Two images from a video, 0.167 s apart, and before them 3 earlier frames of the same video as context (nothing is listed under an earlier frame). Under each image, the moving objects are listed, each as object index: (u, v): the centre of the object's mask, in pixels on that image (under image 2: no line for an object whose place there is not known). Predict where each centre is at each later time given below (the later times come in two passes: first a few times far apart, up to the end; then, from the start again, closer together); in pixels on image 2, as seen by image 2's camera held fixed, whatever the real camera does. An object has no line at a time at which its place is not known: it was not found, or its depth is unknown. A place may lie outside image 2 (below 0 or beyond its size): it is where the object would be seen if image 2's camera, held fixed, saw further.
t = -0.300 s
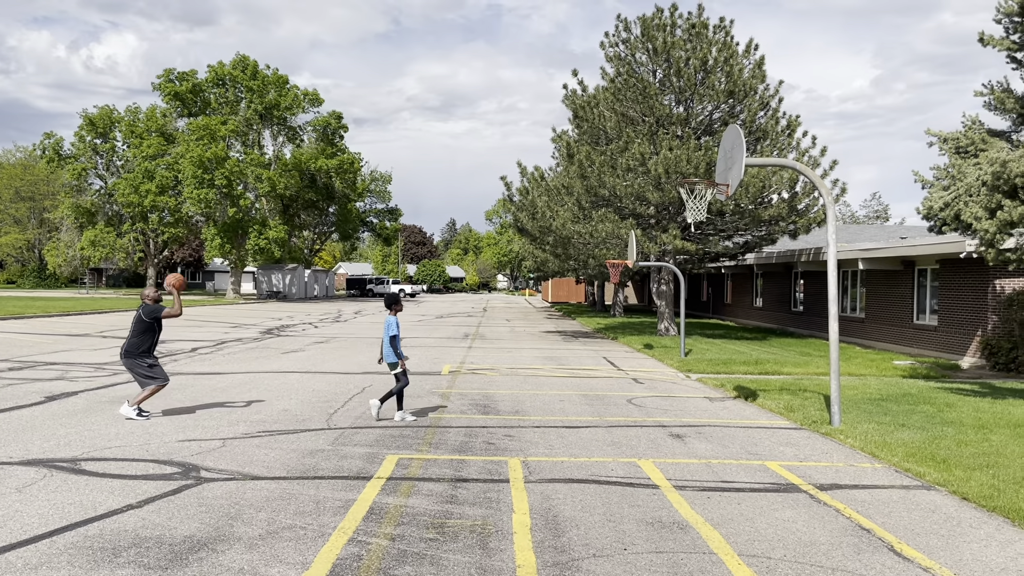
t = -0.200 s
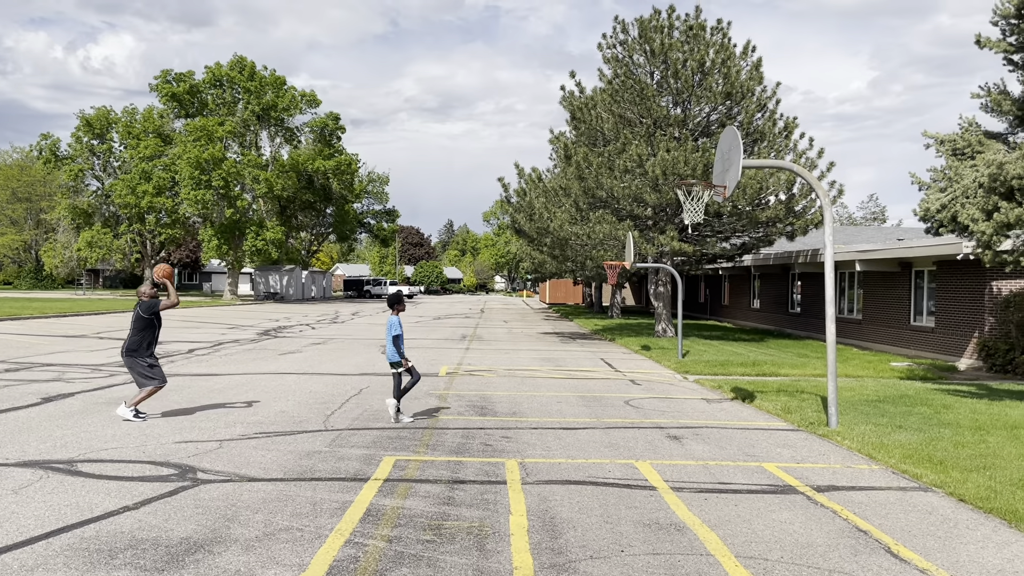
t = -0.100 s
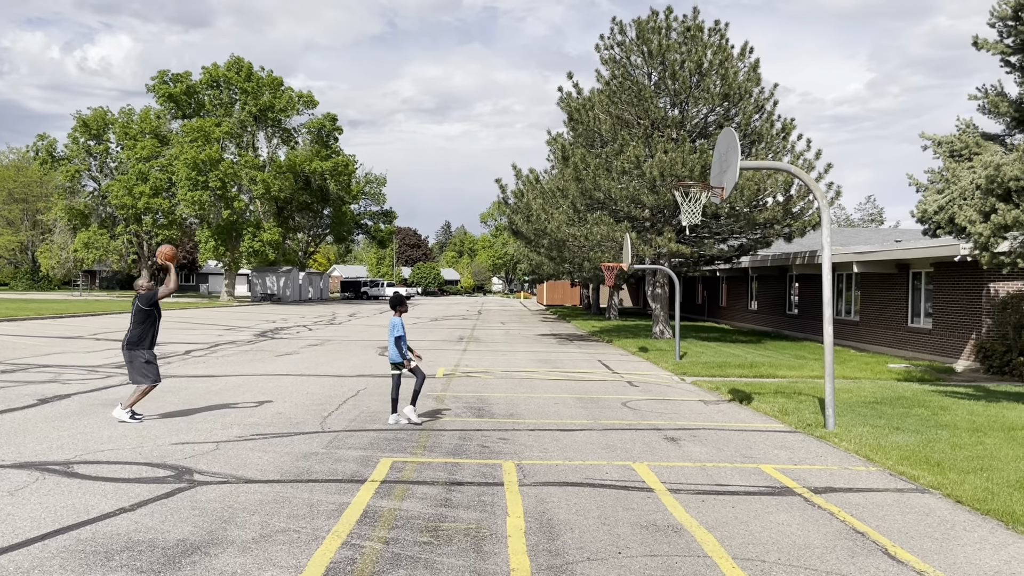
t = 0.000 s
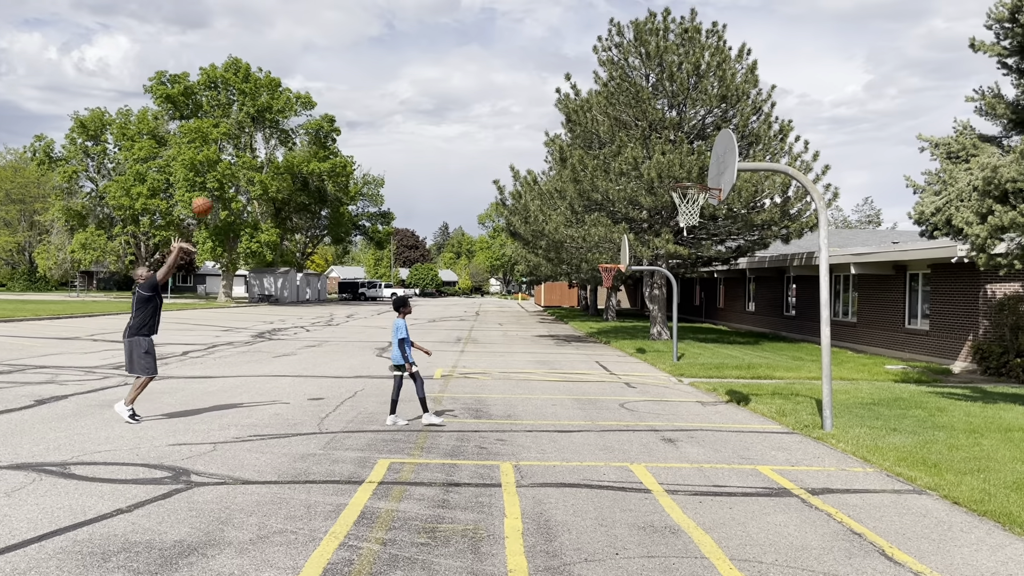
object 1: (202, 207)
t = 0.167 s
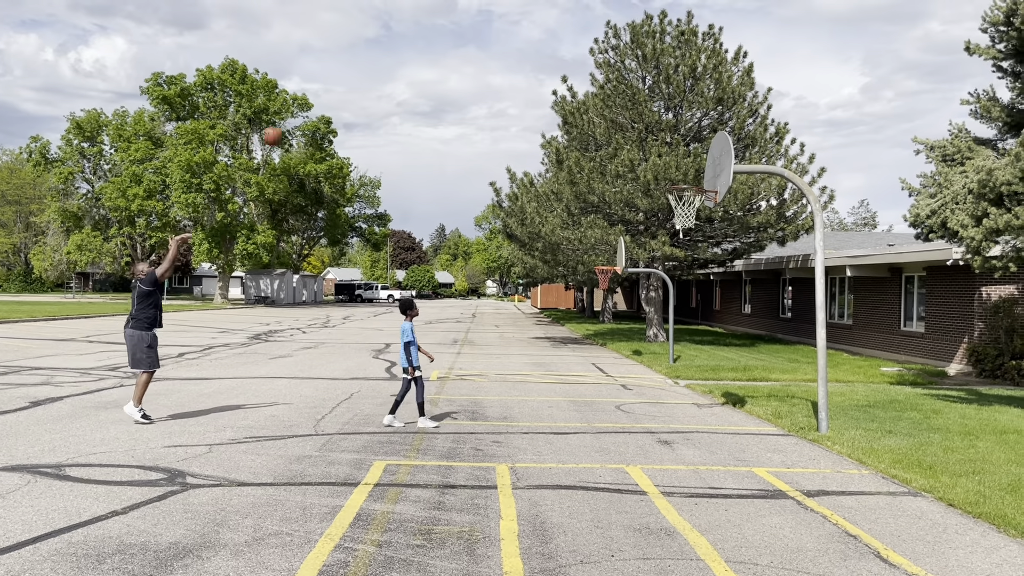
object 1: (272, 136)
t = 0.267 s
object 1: (316, 105)
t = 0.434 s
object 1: (387, 71)
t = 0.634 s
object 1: (470, 59)
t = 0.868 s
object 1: (563, 85)
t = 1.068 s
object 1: (640, 141)
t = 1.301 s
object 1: (689, 221)
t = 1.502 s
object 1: (677, 254)
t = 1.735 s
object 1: (660, 346)
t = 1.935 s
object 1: (641, 415)
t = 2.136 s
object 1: (609, 333)
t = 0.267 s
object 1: (316, 105)
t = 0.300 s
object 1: (331, 96)
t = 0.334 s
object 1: (345, 88)
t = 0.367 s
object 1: (359, 82)
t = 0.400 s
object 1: (373, 76)
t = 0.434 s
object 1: (387, 71)
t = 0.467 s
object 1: (401, 67)
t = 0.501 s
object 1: (415, 63)
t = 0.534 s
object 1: (429, 61)
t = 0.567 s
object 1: (442, 60)
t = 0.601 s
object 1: (456, 59)
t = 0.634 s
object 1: (470, 59)
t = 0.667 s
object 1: (483, 60)
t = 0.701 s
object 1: (497, 63)
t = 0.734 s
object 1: (510, 65)
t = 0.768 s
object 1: (524, 69)
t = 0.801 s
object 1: (537, 74)
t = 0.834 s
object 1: (550, 79)
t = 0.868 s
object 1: (563, 85)
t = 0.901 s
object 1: (576, 93)
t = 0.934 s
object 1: (589, 101)
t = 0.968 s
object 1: (602, 110)
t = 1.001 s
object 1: (615, 119)
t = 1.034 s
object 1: (628, 130)
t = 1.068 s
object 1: (640, 141)
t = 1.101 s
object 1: (652, 153)
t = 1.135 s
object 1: (666, 166)
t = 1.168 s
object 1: (678, 178)
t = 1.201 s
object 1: (690, 194)
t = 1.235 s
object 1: (695, 203)
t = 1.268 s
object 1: (695, 209)
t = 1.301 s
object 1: (689, 221)
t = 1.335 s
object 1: (688, 221)
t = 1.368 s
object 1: (686, 224)
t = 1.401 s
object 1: (685, 230)
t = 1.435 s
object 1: (682, 238)
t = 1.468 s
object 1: (680, 246)
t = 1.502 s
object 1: (677, 254)
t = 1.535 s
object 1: (674, 264)
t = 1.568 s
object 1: (672, 275)
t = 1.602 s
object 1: (670, 287)
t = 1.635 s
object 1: (667, 300)
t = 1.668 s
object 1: (665, 314)
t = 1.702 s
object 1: (662, 330)
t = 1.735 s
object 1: (660, 346)
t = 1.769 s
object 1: (658, 364)
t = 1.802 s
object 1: (655, 382)
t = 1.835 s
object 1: (653, 402)
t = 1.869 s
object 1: (650, 423)
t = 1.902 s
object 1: (647, 432)
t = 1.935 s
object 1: (641, 415)
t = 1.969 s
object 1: (636, 399)
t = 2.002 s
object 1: (631, 384)
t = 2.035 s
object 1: (625, 370)
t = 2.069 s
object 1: (620, 357)
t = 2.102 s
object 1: (614, 344)
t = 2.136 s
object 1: (609, 333)
